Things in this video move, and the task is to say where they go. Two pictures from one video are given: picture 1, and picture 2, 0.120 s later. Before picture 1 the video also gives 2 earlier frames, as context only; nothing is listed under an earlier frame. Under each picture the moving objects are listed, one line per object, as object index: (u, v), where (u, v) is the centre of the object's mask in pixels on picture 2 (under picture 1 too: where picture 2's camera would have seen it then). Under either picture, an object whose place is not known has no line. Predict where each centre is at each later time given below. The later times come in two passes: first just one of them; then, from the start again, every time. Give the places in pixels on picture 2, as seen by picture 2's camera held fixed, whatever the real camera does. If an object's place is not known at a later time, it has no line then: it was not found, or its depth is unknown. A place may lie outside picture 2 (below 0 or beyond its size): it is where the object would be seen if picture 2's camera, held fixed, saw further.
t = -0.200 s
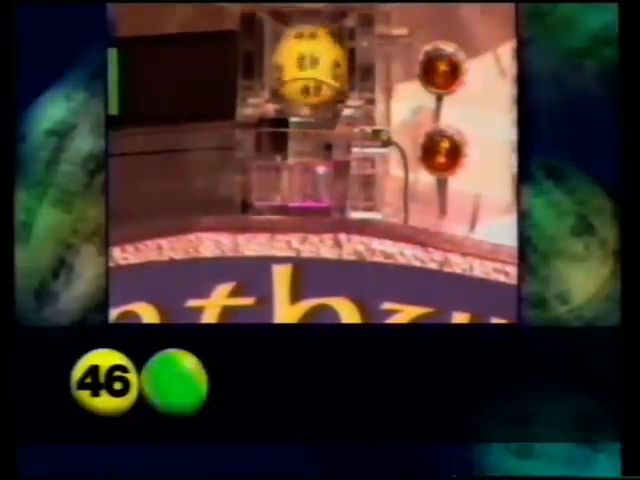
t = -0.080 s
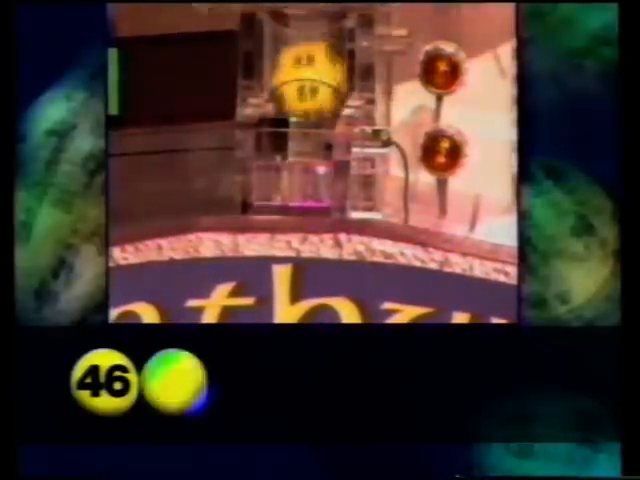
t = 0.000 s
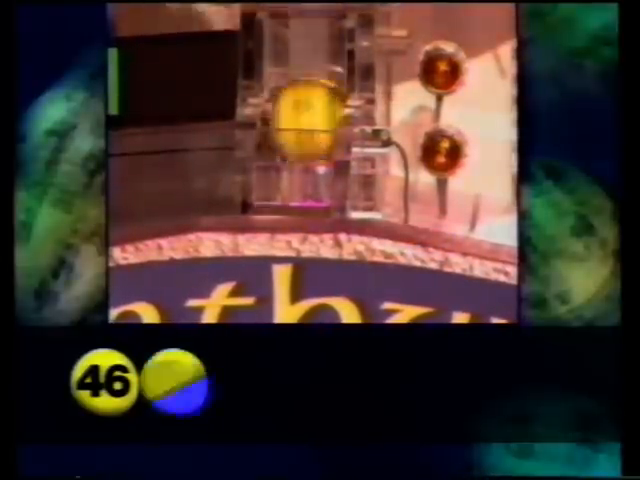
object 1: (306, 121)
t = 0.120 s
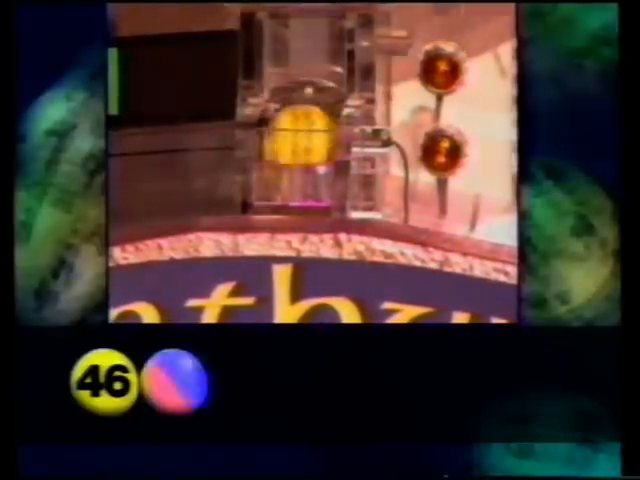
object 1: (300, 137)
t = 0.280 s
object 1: (287, 166)
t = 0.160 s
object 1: (293, 149)
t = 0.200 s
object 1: (289, 155)
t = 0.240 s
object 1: (289, 161)
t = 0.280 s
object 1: (287, 166)
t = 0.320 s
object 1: (286, 172)
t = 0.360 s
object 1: (263, 176)
